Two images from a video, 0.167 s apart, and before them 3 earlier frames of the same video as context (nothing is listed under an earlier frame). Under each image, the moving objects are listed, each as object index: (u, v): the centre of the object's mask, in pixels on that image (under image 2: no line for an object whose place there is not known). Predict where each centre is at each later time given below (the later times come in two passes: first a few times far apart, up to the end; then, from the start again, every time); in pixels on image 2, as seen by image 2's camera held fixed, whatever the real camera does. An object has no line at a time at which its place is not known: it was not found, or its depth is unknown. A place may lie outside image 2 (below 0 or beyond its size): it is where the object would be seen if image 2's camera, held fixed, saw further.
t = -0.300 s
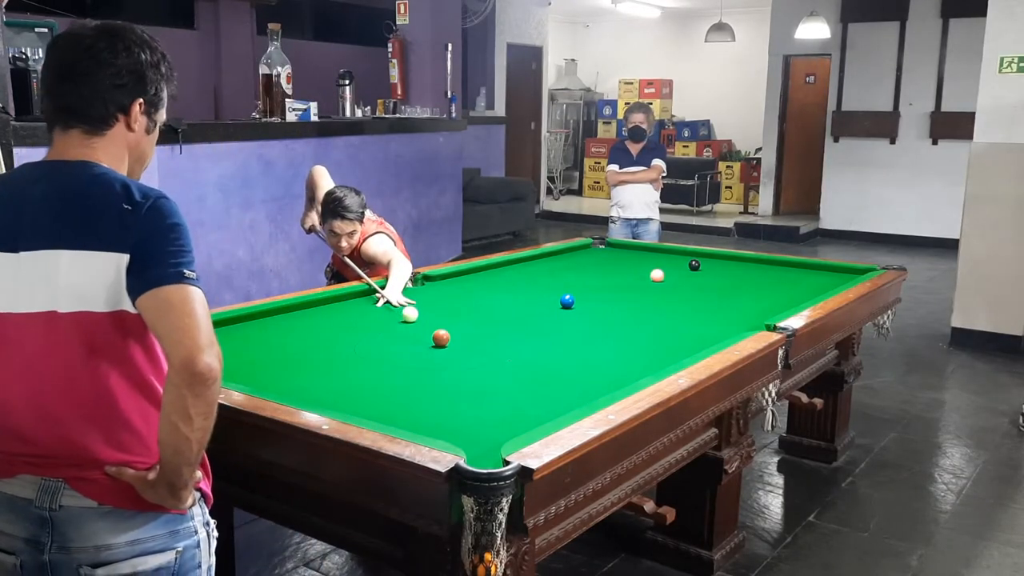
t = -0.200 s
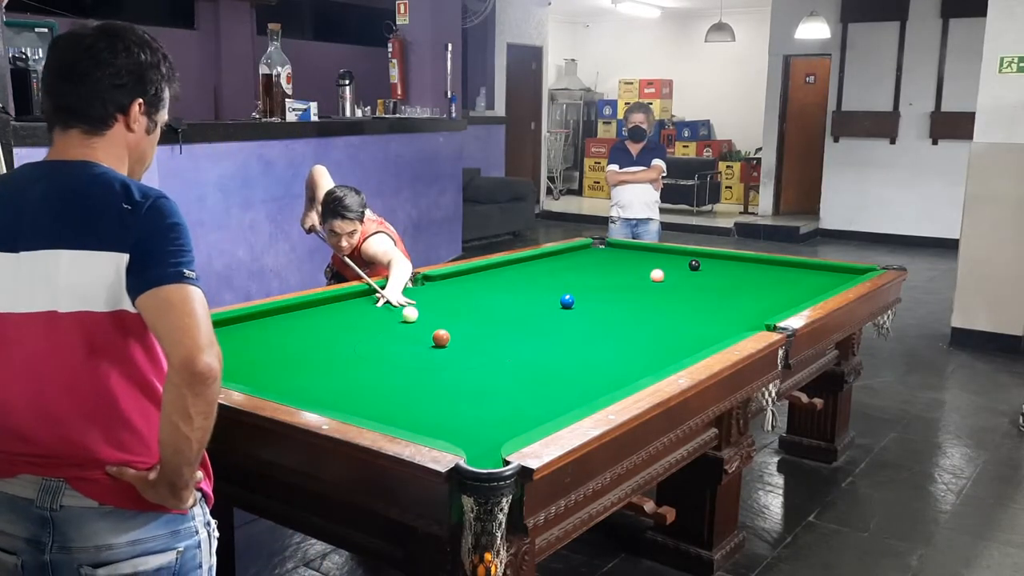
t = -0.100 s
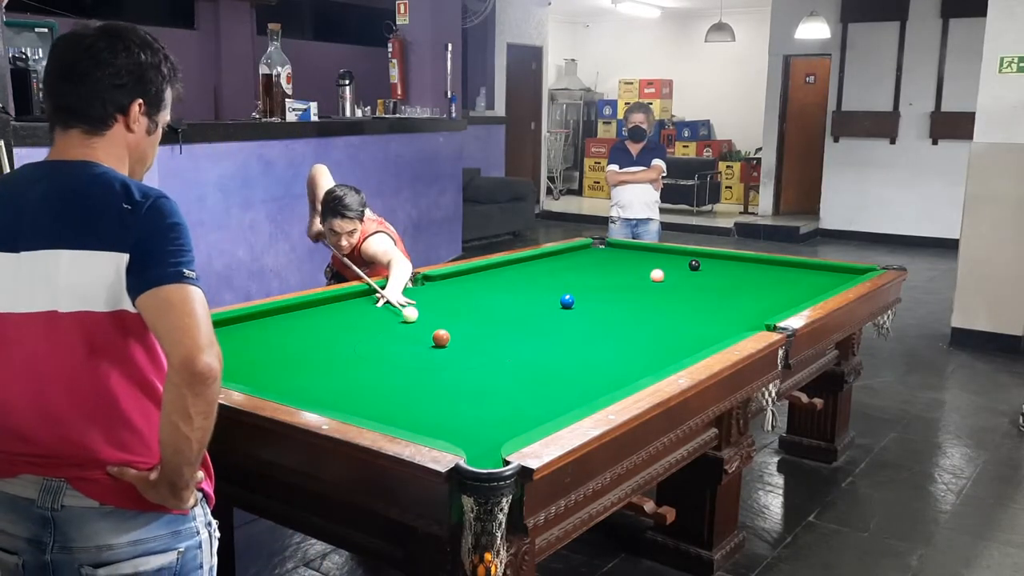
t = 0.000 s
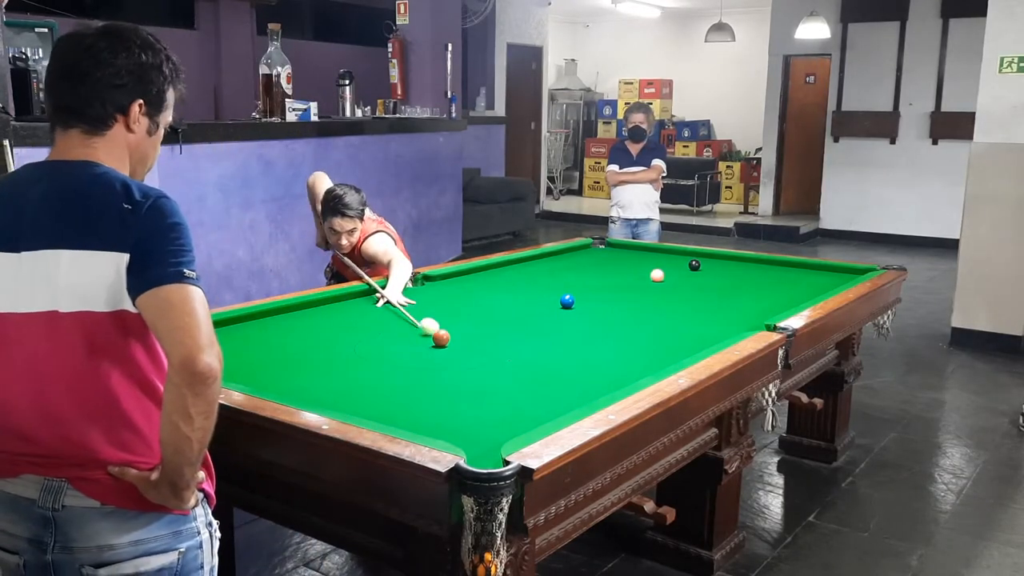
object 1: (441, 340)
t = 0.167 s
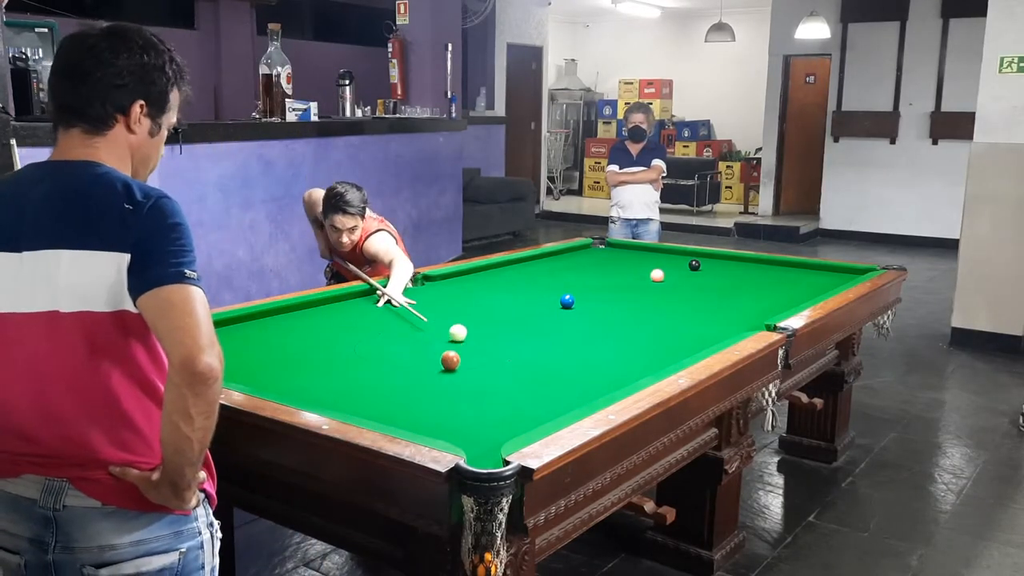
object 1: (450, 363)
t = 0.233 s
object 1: (455, 375)
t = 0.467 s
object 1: (475, 423)
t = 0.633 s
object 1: (486, 463)
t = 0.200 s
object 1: (453, 369)
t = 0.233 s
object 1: (455, 375)
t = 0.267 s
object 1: (458, 382)
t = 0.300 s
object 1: (460, 388)
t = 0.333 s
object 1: (463, 395)
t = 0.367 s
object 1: (466, 402)
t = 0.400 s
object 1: (468, 409)
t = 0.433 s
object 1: (472, 417)
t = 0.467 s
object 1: (475, 423)
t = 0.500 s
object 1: (478, 432)
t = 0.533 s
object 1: (482, 441)
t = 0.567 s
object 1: (485, 451)
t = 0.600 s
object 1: (489, 456)
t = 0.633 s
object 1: (486, 463)
